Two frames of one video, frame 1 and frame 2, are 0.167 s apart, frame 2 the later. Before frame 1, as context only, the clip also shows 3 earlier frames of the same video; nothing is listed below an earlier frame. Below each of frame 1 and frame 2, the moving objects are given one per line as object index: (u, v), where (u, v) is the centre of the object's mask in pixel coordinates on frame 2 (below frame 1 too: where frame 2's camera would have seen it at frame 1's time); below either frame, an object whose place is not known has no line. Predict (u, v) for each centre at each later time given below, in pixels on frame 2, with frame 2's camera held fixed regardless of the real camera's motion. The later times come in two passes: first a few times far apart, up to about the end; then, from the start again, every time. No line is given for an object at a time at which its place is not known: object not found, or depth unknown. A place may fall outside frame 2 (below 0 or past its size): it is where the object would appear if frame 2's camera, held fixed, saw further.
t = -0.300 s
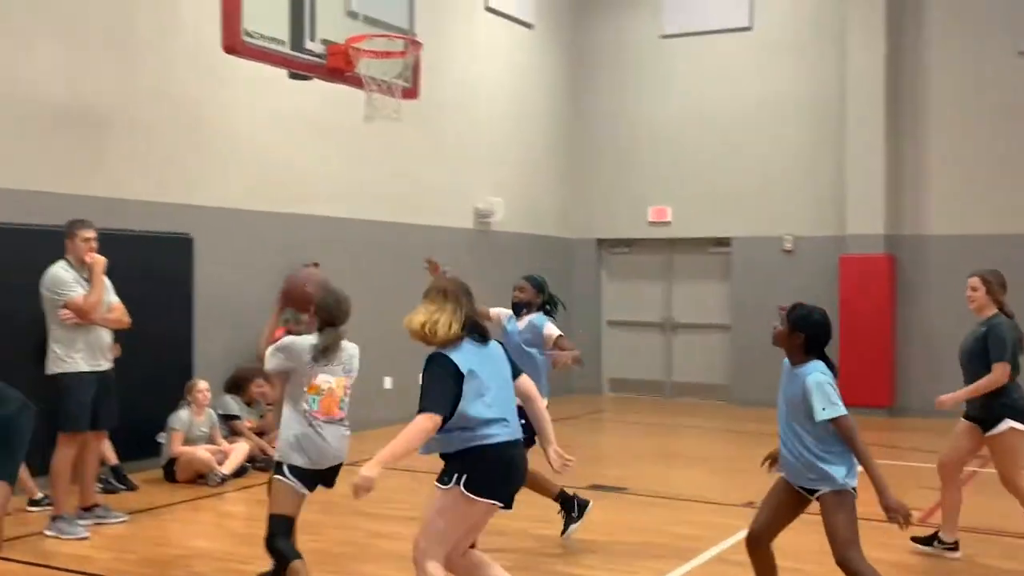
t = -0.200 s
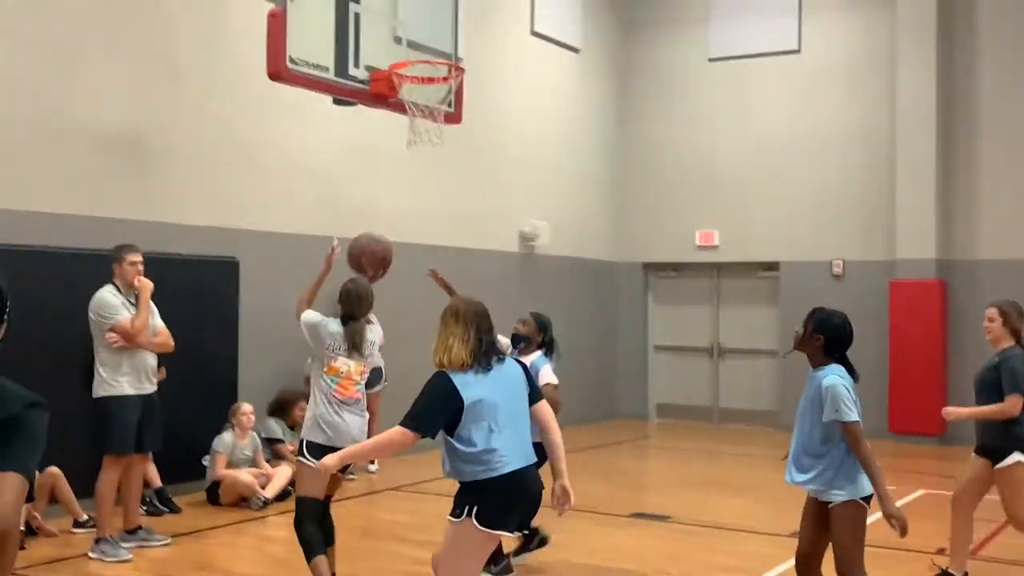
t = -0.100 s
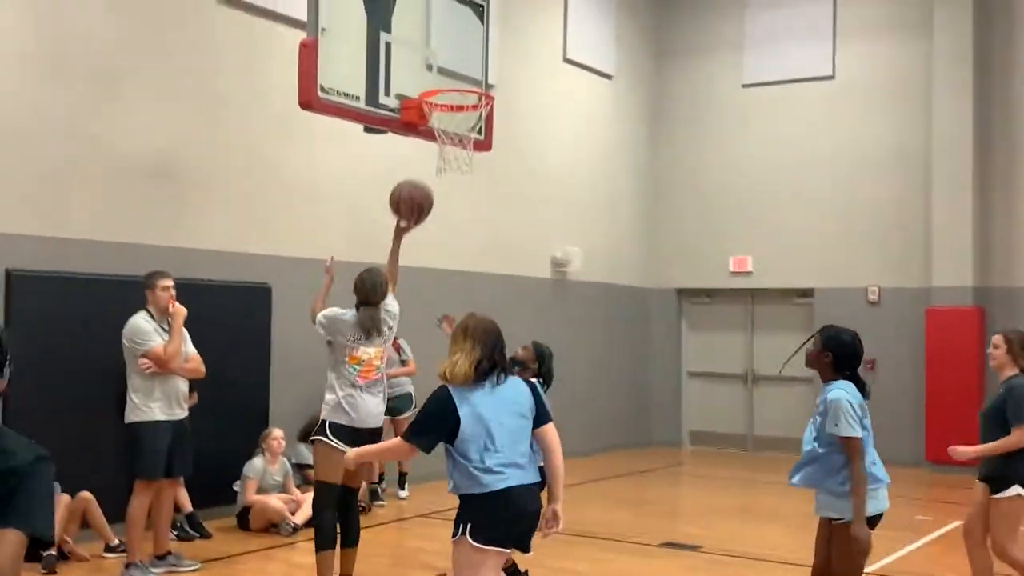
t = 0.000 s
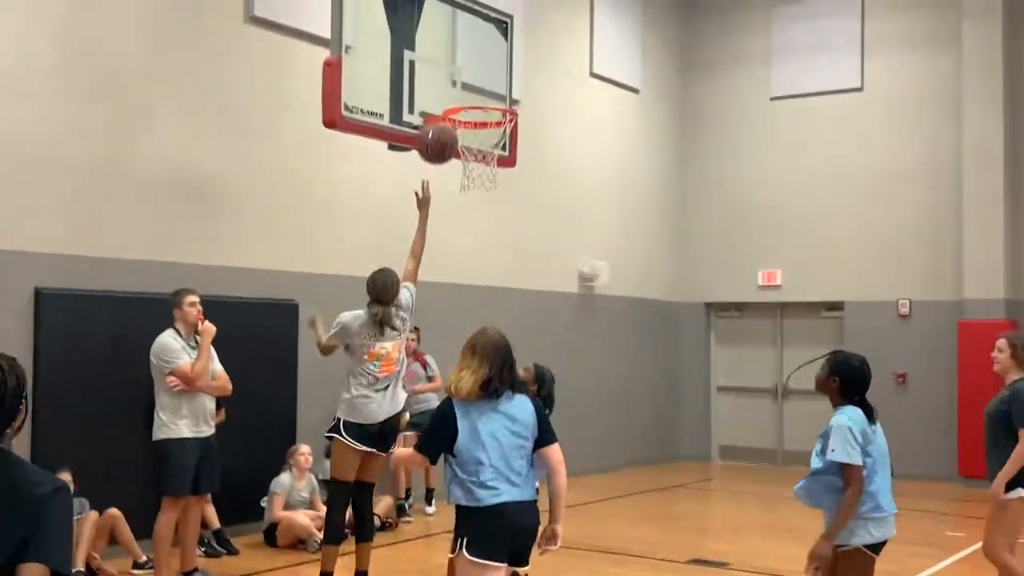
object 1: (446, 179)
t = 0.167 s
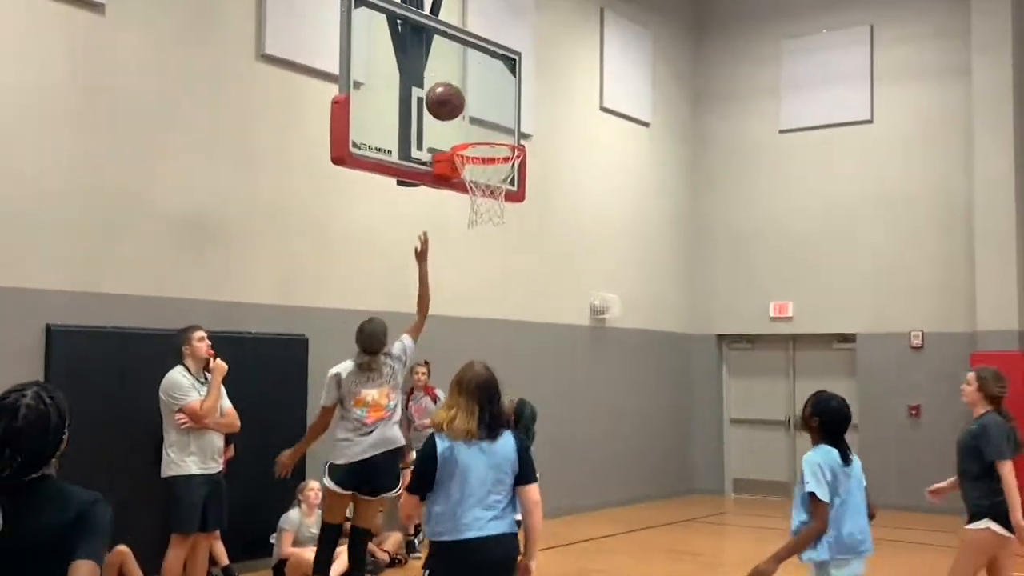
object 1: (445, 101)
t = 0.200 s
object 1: (444, 92)
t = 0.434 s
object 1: (444, 80)
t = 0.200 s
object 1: (444, 92)
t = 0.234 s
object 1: (444, 85)
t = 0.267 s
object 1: (444, 80)
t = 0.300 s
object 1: (444, 76)
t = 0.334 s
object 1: (444, 75)
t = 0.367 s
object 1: (444, 75)
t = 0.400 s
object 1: (444, 77)
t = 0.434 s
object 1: (444, 80)
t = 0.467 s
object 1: (444, 85)
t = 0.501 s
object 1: (444, 91)
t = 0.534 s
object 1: (446, 98)
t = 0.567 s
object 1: (453, 104)
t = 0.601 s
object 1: (461, 111)
